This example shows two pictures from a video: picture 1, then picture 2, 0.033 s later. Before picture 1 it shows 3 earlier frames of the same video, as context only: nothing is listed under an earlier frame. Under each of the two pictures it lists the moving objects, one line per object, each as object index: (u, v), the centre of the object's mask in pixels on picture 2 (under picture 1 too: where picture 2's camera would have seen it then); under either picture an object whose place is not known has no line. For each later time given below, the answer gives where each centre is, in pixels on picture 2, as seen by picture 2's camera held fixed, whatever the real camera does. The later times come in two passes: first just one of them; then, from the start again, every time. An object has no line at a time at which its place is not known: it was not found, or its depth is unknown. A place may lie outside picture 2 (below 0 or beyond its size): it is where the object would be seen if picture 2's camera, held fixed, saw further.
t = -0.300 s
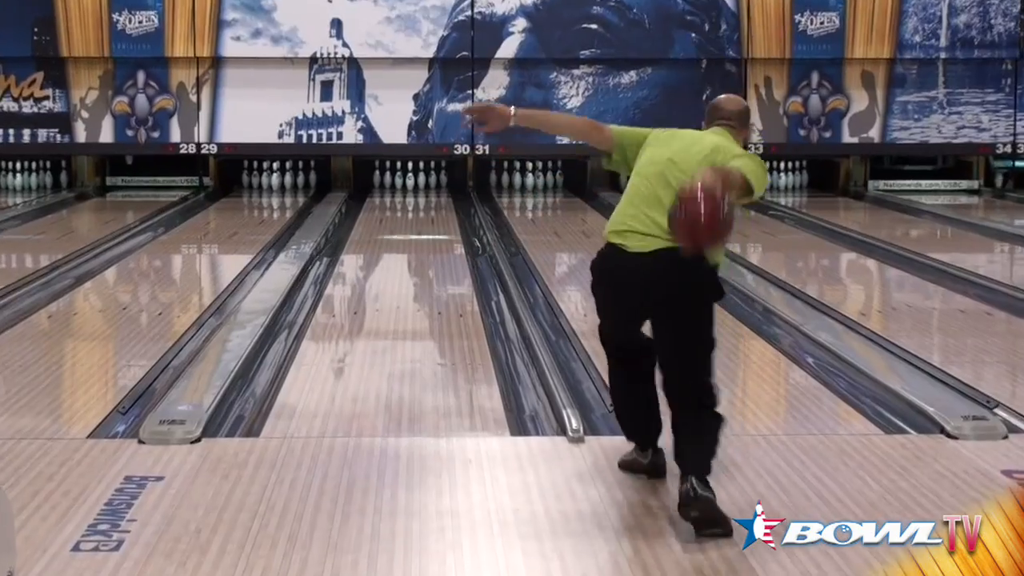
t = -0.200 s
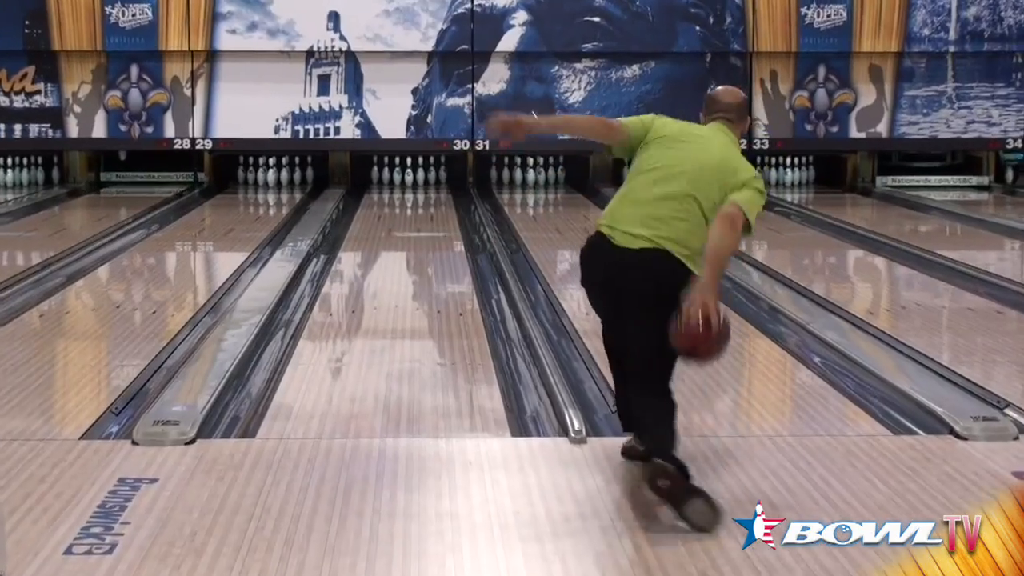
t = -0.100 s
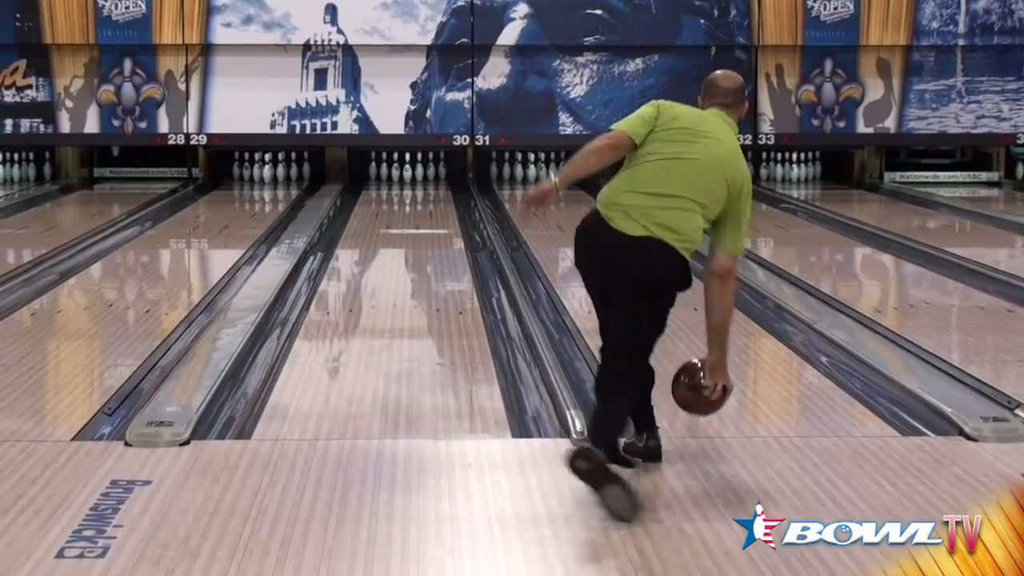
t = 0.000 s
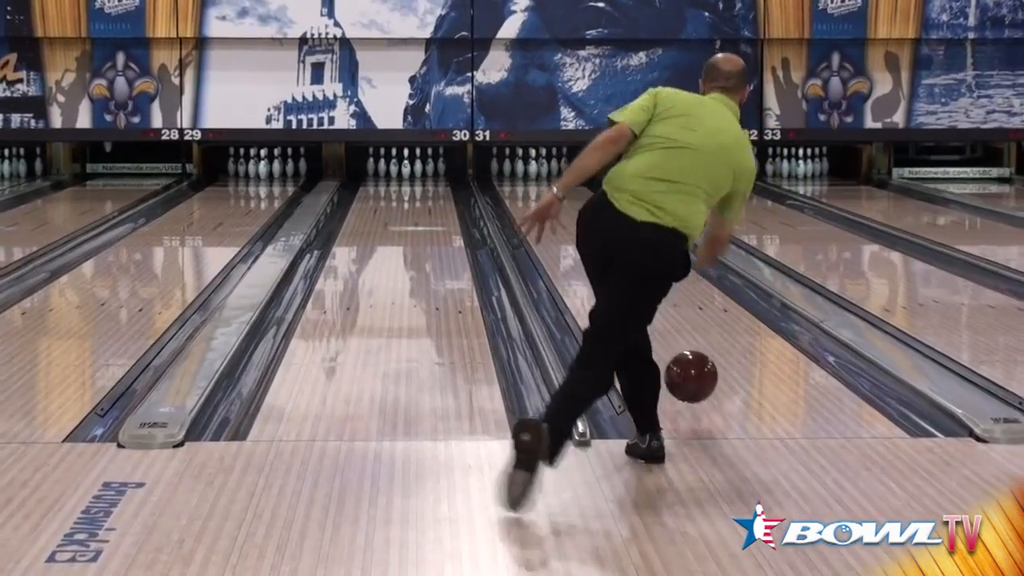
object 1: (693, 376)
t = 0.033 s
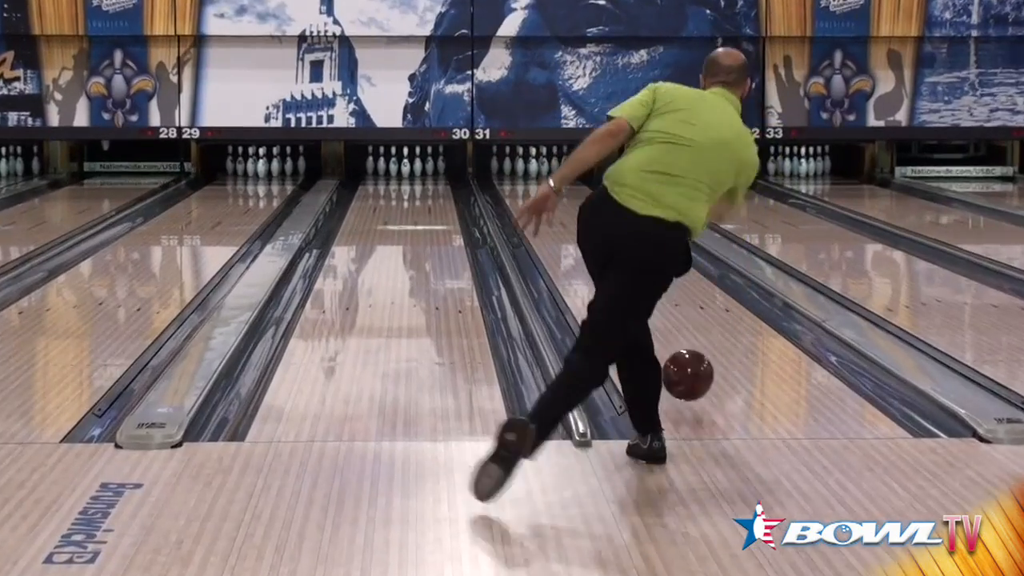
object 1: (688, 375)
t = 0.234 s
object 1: (668, 338)
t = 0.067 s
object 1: (684, 376)
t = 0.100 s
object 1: (681, 372)
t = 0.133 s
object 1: (677, 359)
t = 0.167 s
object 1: (674, 350)
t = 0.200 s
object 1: (671, 344)
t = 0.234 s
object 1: (668, 338)
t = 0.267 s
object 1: (666, 330)
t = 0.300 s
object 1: (664, 322)
